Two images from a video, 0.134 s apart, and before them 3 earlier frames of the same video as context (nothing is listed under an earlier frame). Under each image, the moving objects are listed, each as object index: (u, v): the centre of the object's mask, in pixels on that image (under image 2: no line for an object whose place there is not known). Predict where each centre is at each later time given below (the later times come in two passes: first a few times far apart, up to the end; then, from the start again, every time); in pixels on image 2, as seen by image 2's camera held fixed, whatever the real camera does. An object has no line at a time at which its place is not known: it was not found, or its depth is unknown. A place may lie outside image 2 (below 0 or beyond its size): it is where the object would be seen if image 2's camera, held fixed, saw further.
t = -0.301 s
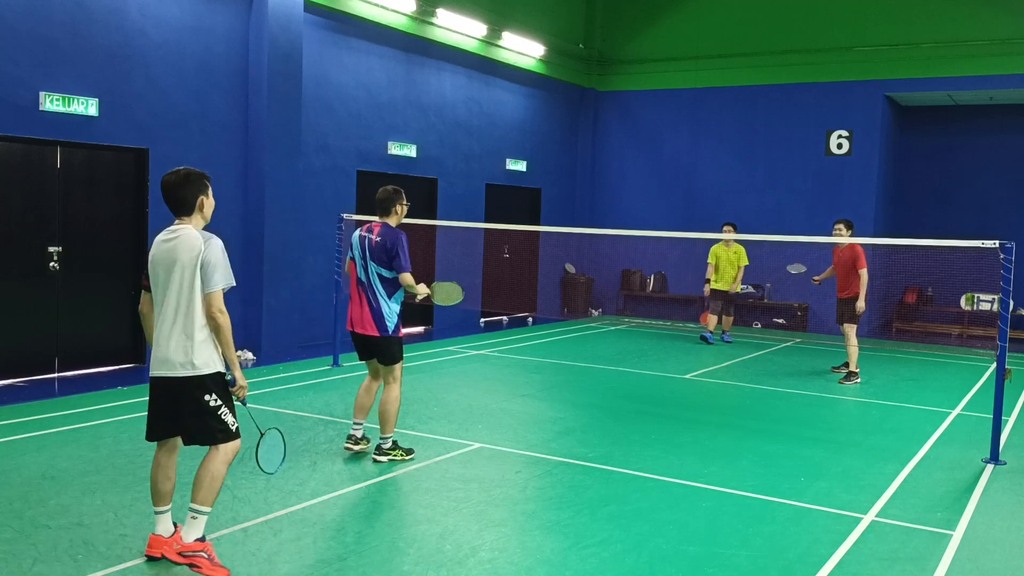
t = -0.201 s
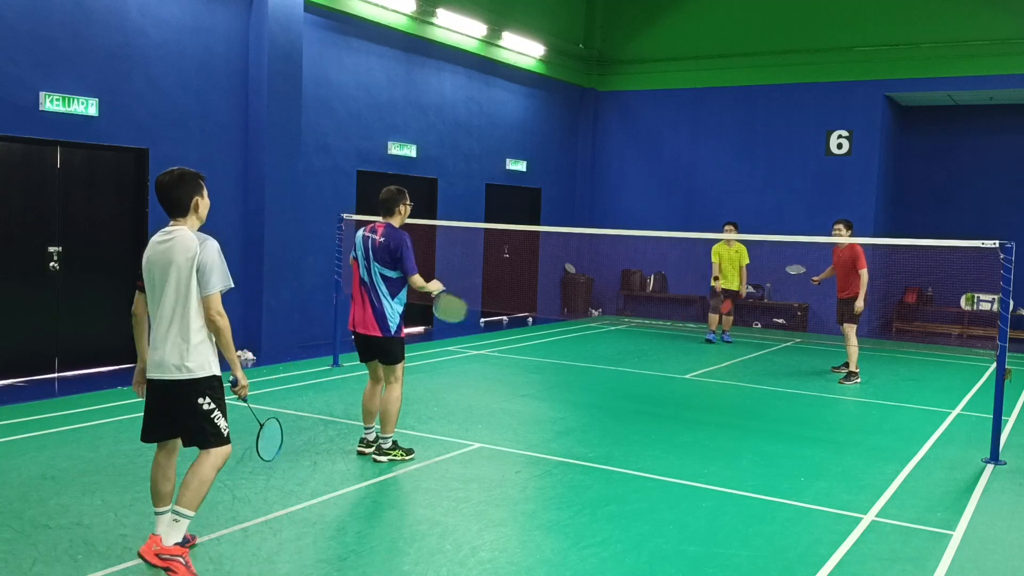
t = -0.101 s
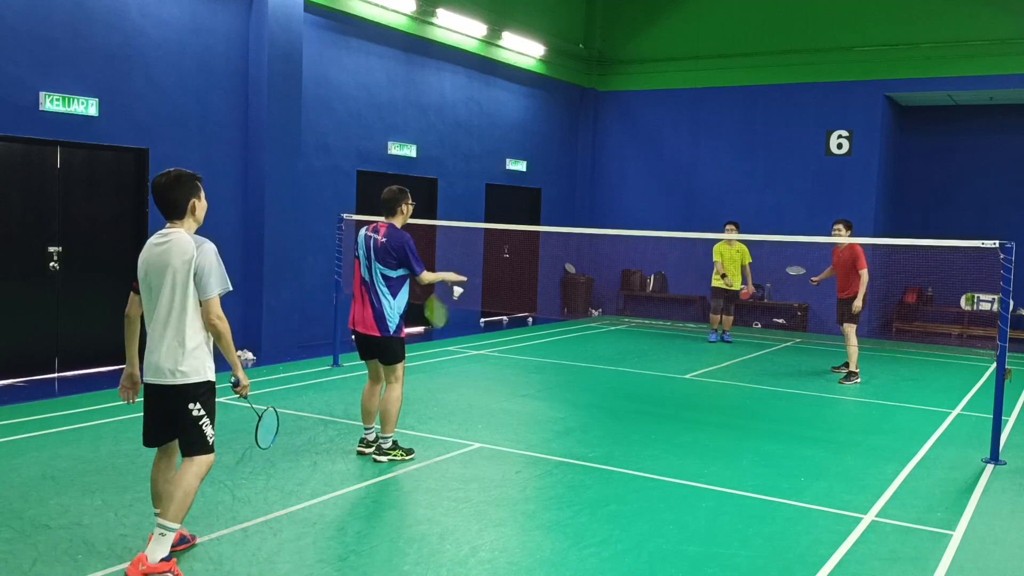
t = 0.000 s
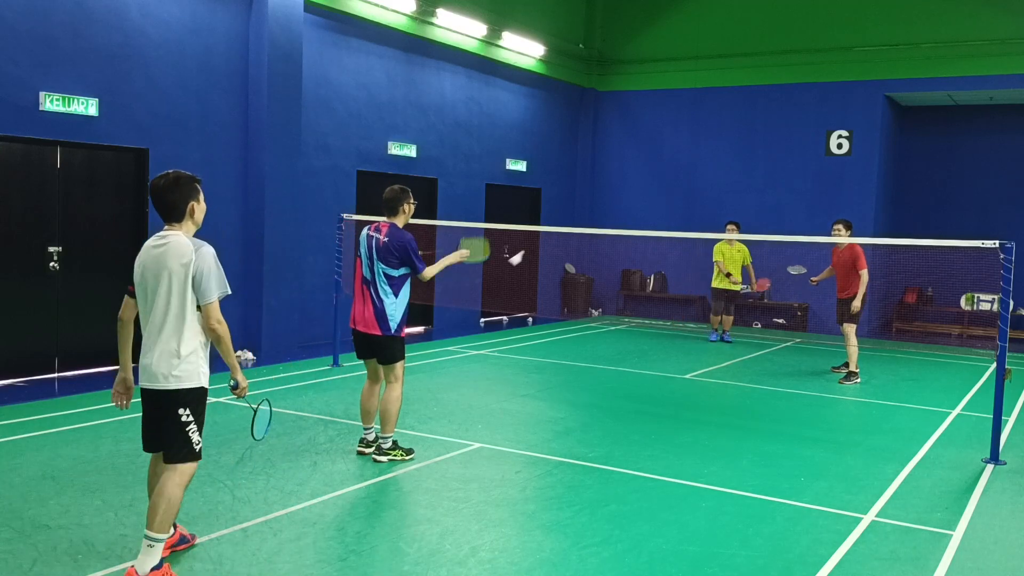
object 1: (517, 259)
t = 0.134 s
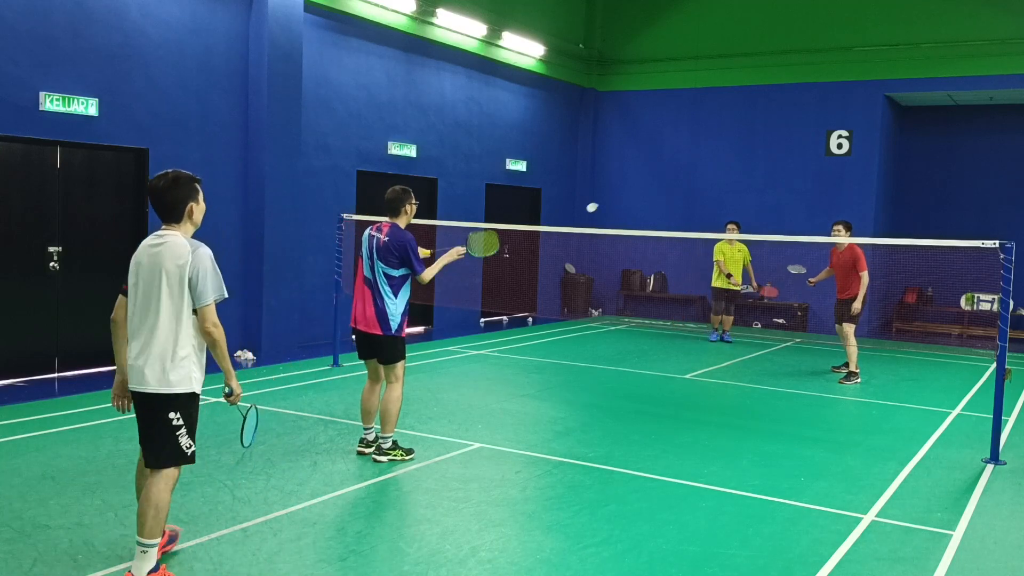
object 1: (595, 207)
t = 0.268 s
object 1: (644, 191)
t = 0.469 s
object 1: (699, 204)
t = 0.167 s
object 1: (607, 202)
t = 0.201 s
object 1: (620, 197)
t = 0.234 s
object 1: (633, 193)
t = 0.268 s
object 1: (644, 191)
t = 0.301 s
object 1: (655, 191)
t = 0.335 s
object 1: (665, 191)
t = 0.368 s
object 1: (674, 193)
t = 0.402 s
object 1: (683, 196)
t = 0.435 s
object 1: (691, 199)
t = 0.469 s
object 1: (699, 204)
